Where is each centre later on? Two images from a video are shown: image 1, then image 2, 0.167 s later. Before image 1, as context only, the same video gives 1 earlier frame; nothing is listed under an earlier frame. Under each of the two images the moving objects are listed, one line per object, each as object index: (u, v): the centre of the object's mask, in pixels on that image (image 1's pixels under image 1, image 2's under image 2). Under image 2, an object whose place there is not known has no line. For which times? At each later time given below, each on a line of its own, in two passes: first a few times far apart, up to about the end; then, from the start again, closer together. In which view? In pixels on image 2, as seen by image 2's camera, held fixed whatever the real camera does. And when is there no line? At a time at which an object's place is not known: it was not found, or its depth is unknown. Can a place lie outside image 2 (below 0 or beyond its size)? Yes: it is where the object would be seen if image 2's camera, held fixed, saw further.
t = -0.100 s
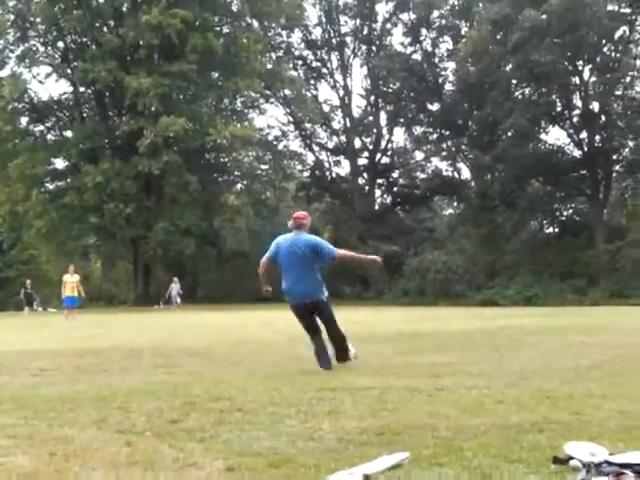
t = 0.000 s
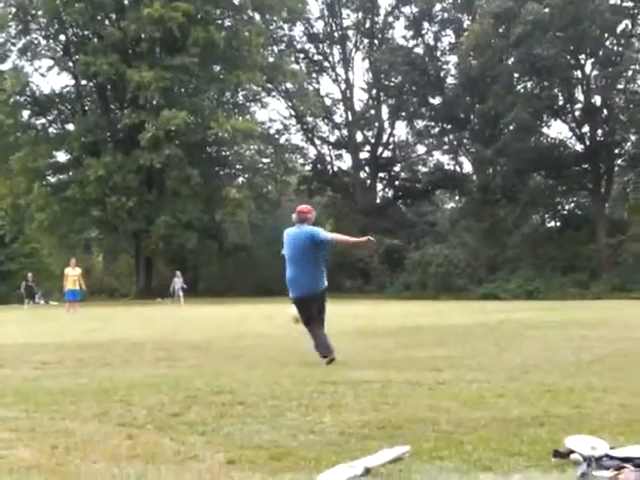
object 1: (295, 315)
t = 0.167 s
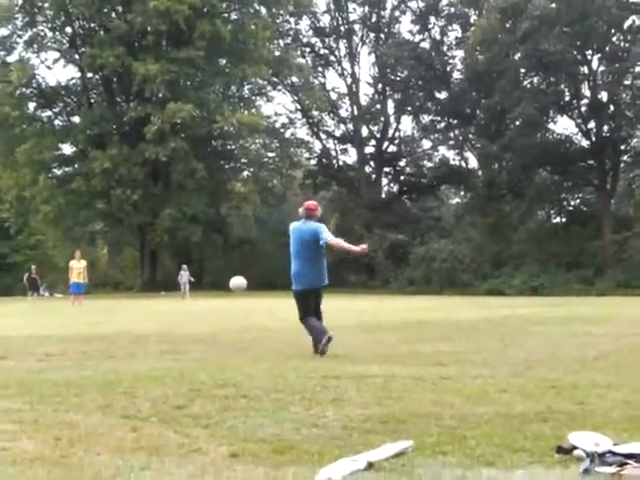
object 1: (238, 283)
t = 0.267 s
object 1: (204, 282)
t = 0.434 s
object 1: (152, 294)
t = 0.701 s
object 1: (90, 313)
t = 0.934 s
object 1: (51, 312)
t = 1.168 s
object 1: (19, 303)
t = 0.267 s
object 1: (204, 282)
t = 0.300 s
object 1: (194, 283)
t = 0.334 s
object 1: (183, 285)
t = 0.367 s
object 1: (172, 287)
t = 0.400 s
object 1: (162, 289)
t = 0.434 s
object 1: (152, 294)
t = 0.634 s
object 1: (101, 319)
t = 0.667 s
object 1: (95, 316)
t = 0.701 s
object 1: (90, 313)
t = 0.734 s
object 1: (84, 310)
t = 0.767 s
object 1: (77, 308)
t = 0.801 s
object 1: (71, 308)
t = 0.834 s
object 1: (68, 308)
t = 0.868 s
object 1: (61, 309)
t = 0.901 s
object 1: (57, 310)
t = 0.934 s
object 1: (51, 312)
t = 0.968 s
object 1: (46, 315)
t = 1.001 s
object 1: (43, 318)
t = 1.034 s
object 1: (36, 315)
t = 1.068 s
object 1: (32, 311)
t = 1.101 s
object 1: (28, 308)
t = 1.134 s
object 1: (23, 306)
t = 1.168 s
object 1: (19, 303)
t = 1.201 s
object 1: (15, 303)
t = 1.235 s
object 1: (13, 303)
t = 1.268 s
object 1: (7, 302)
